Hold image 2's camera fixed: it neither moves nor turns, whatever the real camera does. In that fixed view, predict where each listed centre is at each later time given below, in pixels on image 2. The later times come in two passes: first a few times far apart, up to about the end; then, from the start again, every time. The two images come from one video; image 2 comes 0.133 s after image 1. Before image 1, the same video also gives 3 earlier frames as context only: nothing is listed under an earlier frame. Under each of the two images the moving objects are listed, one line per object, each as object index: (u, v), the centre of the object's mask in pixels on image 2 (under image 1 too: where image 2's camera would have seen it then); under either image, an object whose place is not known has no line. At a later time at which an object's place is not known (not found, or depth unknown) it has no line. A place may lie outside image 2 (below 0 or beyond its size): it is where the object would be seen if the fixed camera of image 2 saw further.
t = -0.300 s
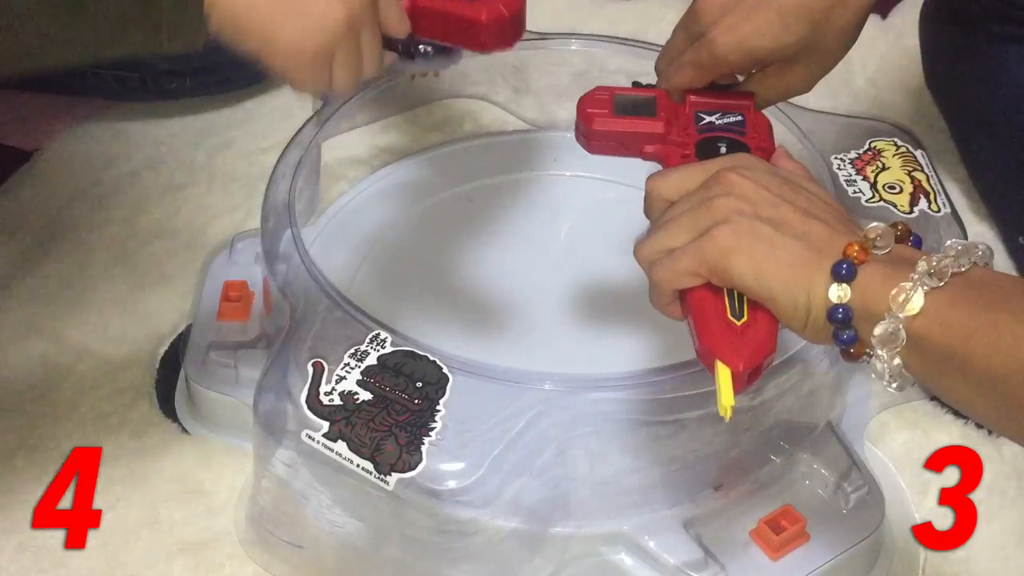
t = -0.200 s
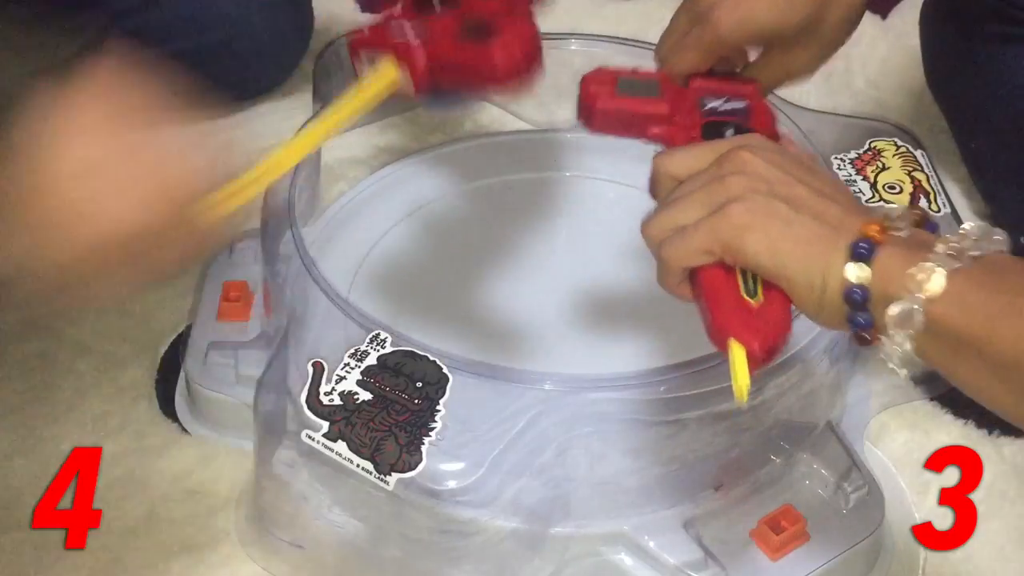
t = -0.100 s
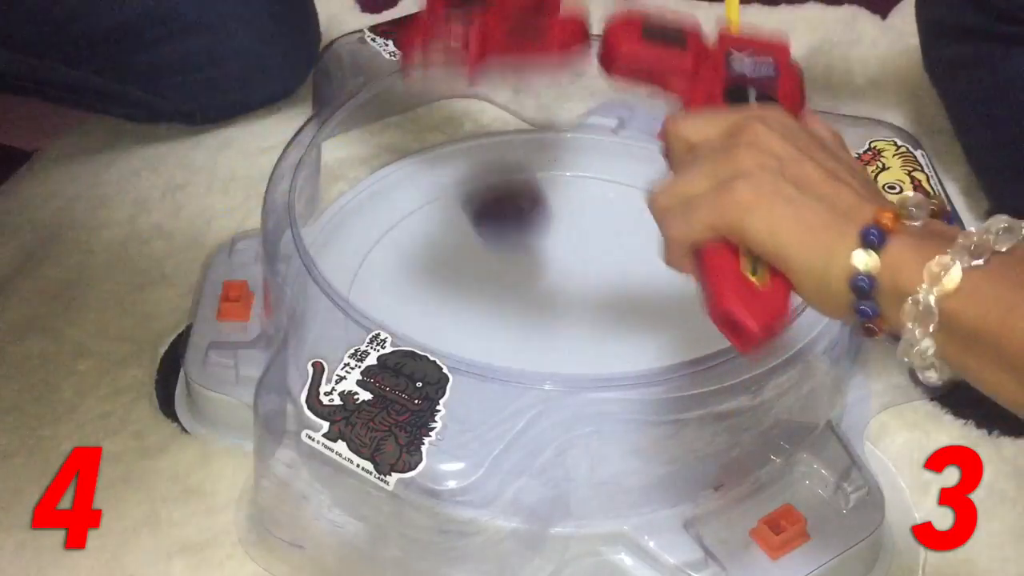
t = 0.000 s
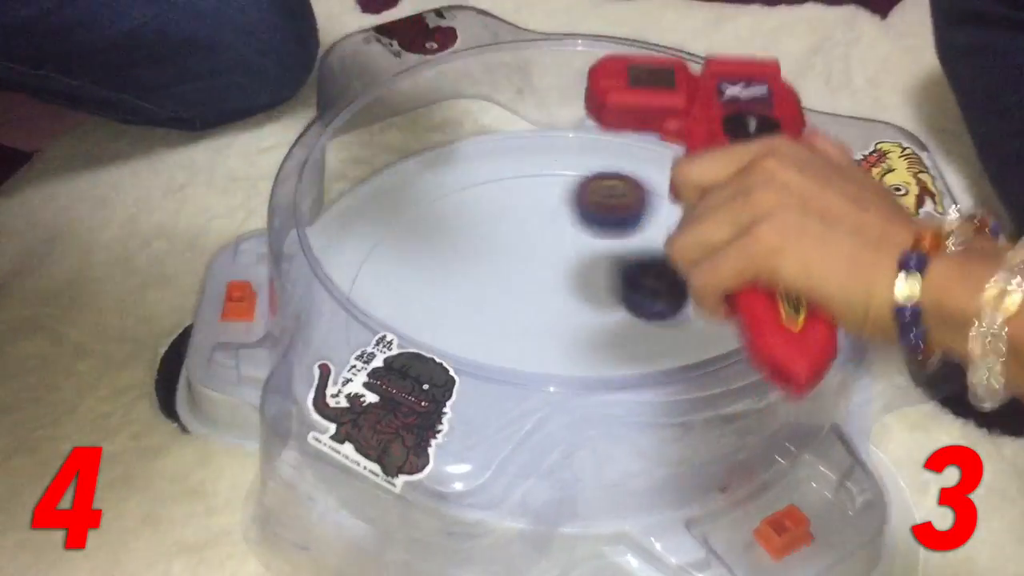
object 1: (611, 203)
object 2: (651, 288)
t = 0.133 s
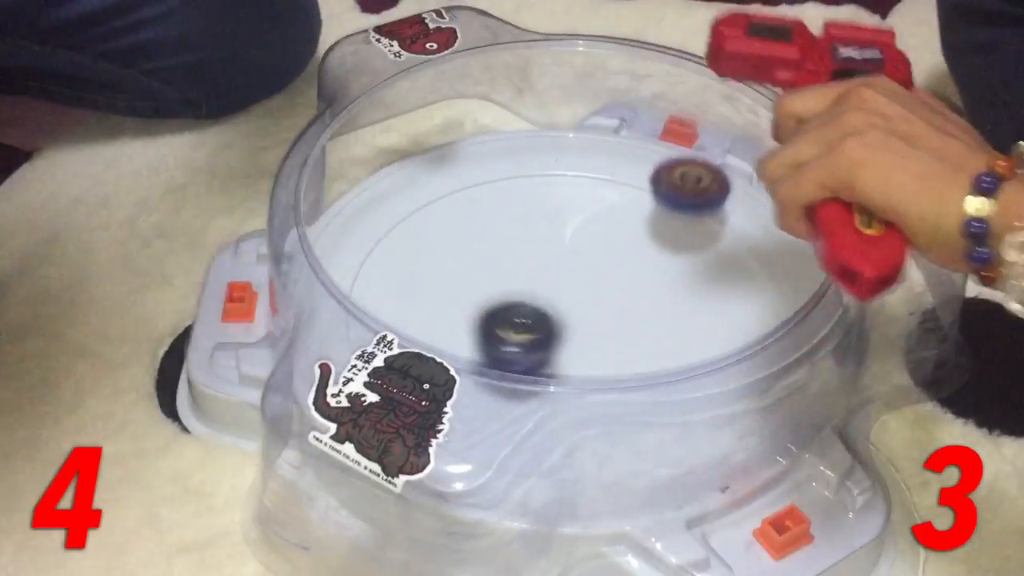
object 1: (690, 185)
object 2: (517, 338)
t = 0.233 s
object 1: (680, 192)
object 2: (461, 338)
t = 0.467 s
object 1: (493, 278)
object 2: (610, 323)
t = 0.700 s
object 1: (420, 337)
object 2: (594, 147)
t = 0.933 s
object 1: (578, 365)
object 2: (369, 177)
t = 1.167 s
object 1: (680, 254)
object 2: (589, 473)
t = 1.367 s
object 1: (589, 205)
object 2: (810, 202)
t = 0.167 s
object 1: (694, 180)
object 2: (490, 339)
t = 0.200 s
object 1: (692, 185)
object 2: (470, 339)
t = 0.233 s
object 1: (680, 192)
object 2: (461, 338)
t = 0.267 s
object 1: (662, 202)
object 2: (461, 342)
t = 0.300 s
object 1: (640, 214)
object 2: (471, 350)
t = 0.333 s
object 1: (614, 226)
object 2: (490, 360)
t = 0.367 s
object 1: (585, 241)
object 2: (518, 363)
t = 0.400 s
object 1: (554, 254)
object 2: (554, 355)
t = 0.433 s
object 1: (522, 266)
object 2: (585, 345)
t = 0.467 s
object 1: (493, 278)
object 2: (610, 323)
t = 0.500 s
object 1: (465, 291)
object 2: (629, 299)
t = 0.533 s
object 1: (442, 303)
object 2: (641, 273)
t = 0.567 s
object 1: (425, 315)
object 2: (645, 244)
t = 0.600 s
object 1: (412, 319)
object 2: (643, 214)
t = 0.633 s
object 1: (405, 326)
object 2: (634, 188)
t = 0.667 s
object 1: (405, 331)
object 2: (617, 162)
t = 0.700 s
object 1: (420, 337)
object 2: (594, 147)
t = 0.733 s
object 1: (430, 343)
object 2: (569, 142)
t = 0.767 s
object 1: (455, 366)
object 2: (539, 134)
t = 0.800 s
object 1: (472, 379)
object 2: (505, 128)
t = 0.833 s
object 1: (489, 382)
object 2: (470, 126)
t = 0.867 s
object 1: (515, 380)
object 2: (435, 141)
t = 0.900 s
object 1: (546, 375)
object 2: (399, 156)
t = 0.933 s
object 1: (578, 365)
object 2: (369, 177)
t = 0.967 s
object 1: (607, 352)
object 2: (364, 214)
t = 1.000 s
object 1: (632, 340)
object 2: (362, 257)
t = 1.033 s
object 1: (652, 324)
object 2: (366, 310)
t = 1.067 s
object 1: (667, 306)
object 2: (385, 331)
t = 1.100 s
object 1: (677, 289)
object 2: (463, 426)
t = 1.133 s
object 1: (681, 270)
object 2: (506, 445)
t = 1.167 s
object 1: (680, 254)
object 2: (589, 473)
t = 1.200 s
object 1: (674, 239)
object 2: (665, 458)
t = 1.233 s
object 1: (663, 226)
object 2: (735, 413)
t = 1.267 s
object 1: (648, 215)
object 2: (774, 368)
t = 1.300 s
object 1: (631, 209)
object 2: (813, 325)
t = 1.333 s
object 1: (611, 205)
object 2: (825, 259)
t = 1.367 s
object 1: (589, 205)
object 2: (810, 202)
